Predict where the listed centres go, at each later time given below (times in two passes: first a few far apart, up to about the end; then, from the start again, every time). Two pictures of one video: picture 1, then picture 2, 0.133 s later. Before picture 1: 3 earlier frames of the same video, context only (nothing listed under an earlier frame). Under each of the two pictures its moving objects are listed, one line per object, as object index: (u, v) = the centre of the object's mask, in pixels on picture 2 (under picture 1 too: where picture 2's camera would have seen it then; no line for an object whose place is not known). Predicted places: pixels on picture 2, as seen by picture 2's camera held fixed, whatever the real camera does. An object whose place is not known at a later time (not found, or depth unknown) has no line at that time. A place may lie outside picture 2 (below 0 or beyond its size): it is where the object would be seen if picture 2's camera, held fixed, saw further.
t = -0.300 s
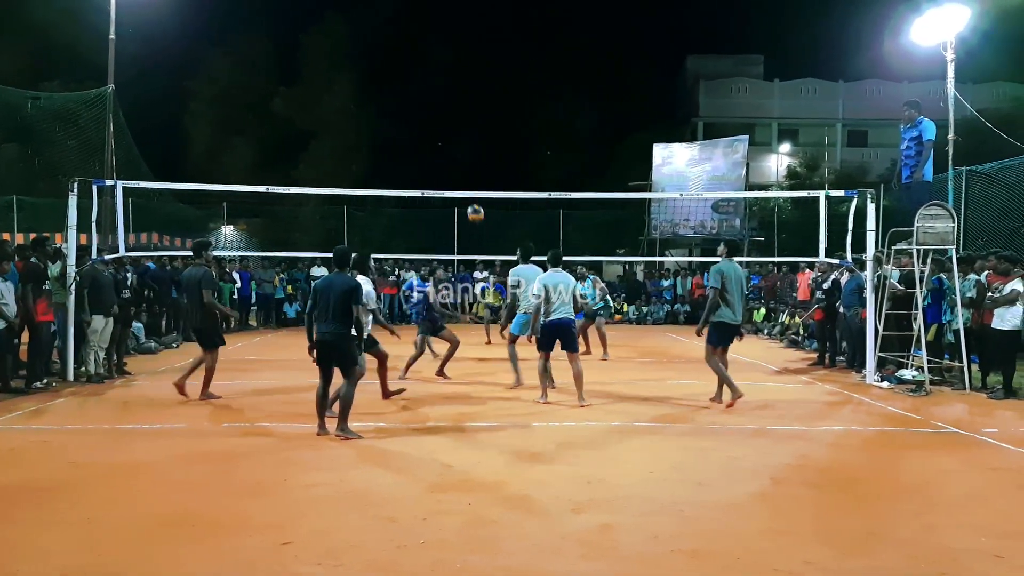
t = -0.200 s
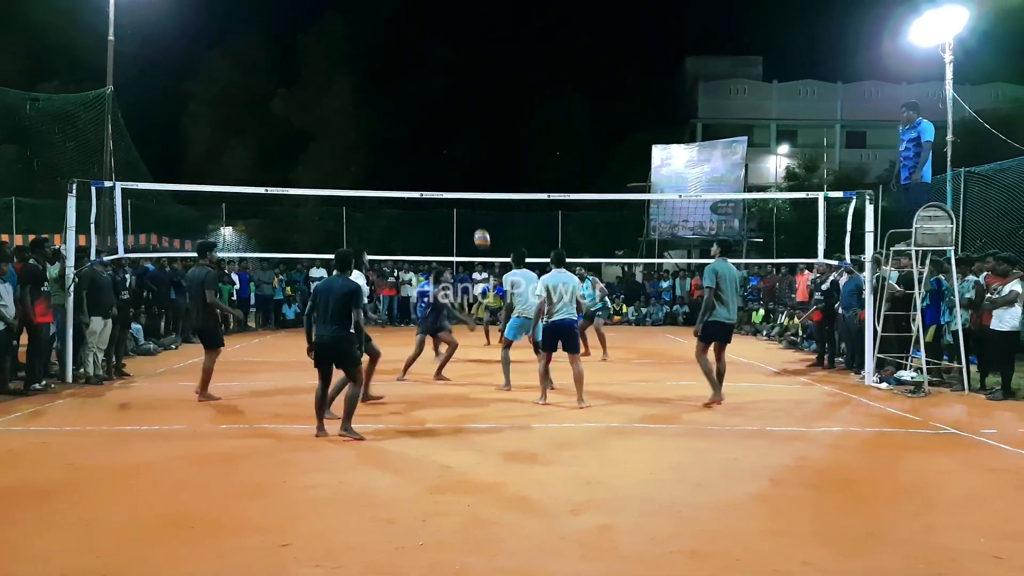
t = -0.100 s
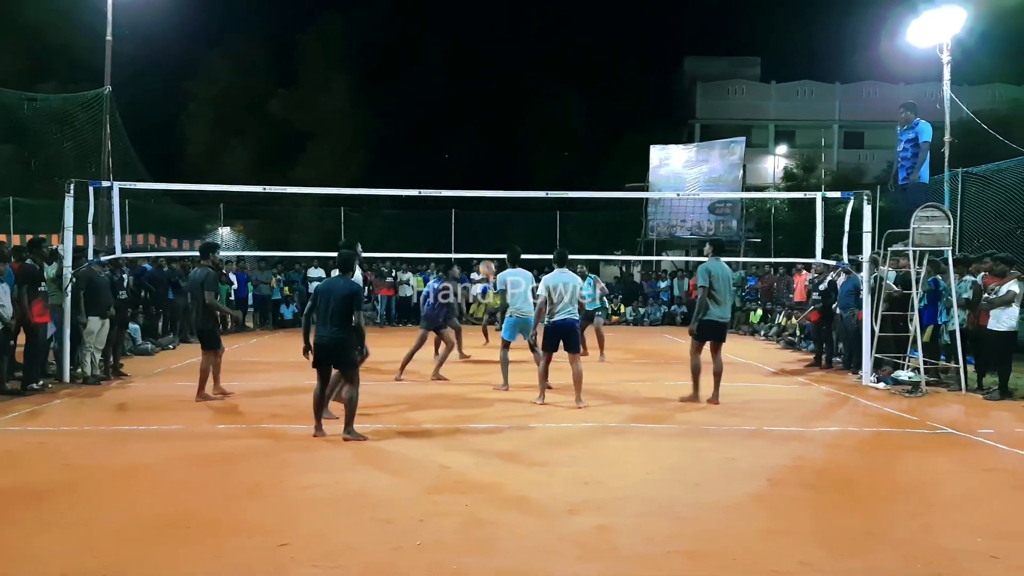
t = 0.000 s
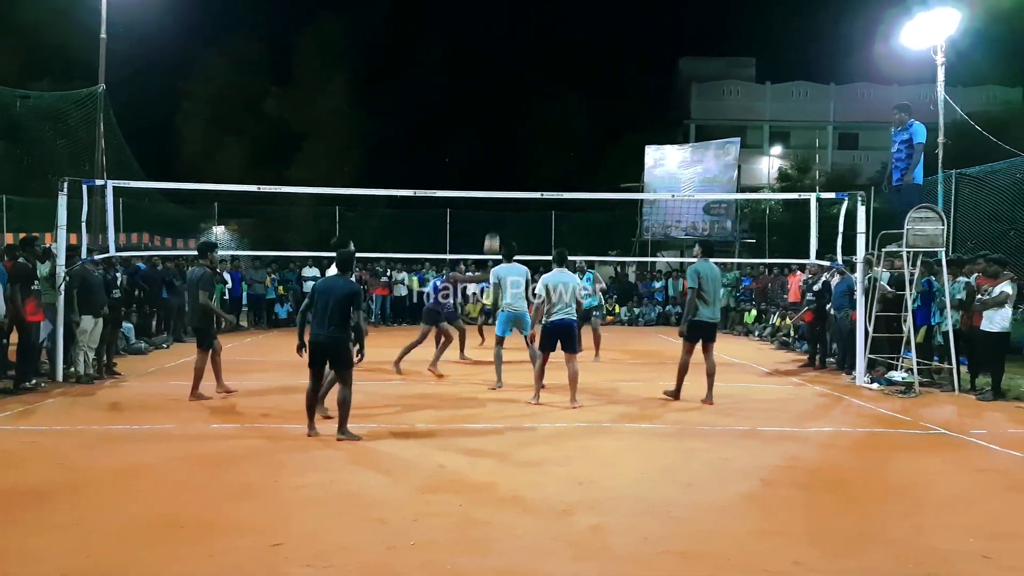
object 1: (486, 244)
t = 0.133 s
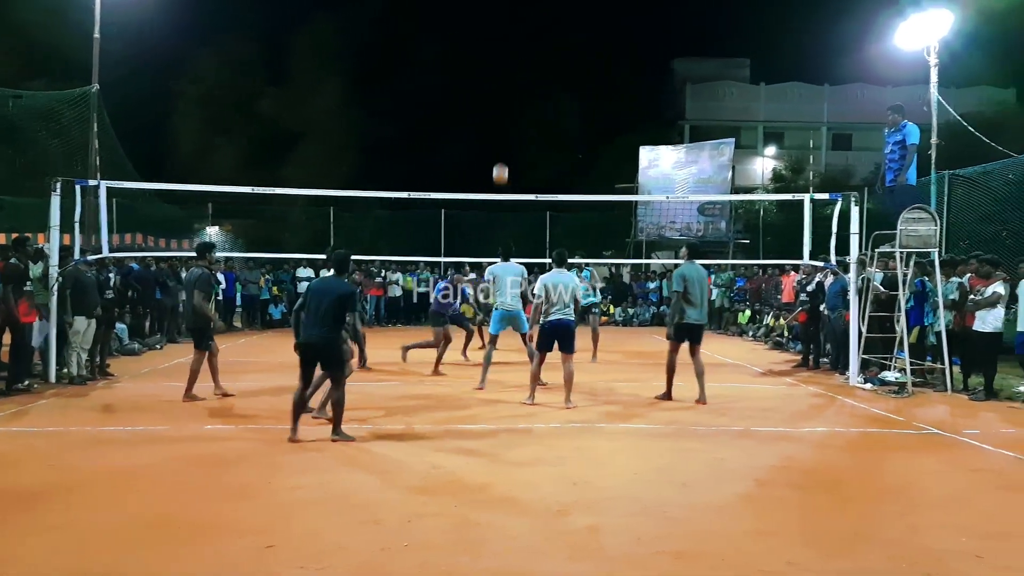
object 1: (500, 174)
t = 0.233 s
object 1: (510, 130)
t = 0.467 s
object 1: (531, 60)
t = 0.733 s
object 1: (553, 31)
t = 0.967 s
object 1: (570, 44)
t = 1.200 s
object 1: (584, 90)
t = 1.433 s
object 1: (595, 164)
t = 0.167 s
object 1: (504, 159)
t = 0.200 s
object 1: (507, 144)
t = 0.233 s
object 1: (510, 130)
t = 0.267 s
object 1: (513, 118)
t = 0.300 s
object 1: (516, 106)
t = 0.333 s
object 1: (519, 95)
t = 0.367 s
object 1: (522, 85)
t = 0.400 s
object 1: (525, 76)
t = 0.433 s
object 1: (528, 68)
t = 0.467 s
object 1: (531, 60)
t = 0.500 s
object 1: (534, 54)
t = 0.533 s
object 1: (537, 48)
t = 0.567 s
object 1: (540, 44)
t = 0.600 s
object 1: (543, 40)
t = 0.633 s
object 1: (545, 36)
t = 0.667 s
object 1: (548, 34)
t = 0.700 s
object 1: (551, 32)
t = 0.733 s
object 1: (553, 31)
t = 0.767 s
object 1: (555, 31)
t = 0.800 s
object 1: (558, 31)
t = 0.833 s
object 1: (561, 32)
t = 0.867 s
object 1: (563, 34)
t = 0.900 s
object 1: (565, 37)
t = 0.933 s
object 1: (567, 40)
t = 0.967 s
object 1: (570, 44)
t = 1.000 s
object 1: (572, 49)
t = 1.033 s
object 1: (574, 55)
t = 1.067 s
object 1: (576, 60)
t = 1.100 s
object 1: (578, 67)
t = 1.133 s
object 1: (580, 74)
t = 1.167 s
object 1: (582, 82)
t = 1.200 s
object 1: (584, 90)
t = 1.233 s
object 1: (585, 99)
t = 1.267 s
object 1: (587, 109)
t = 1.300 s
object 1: (589, 119)
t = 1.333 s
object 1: (590, 129)
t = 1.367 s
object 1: (592, 140)
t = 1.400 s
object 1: (594, 152)
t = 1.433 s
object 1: (595, 164)
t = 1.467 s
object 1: (597, 176)
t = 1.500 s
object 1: (598, 188)
